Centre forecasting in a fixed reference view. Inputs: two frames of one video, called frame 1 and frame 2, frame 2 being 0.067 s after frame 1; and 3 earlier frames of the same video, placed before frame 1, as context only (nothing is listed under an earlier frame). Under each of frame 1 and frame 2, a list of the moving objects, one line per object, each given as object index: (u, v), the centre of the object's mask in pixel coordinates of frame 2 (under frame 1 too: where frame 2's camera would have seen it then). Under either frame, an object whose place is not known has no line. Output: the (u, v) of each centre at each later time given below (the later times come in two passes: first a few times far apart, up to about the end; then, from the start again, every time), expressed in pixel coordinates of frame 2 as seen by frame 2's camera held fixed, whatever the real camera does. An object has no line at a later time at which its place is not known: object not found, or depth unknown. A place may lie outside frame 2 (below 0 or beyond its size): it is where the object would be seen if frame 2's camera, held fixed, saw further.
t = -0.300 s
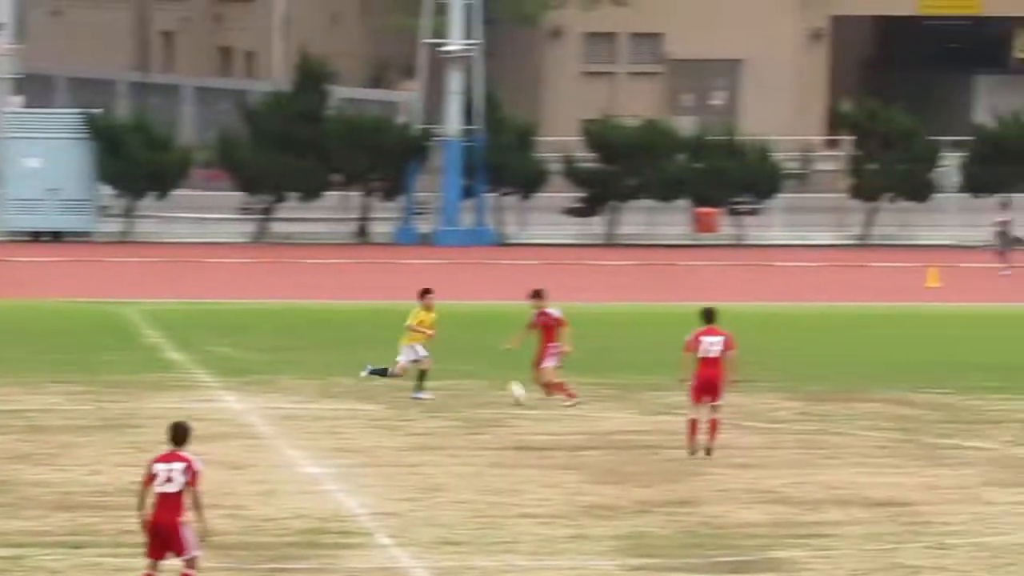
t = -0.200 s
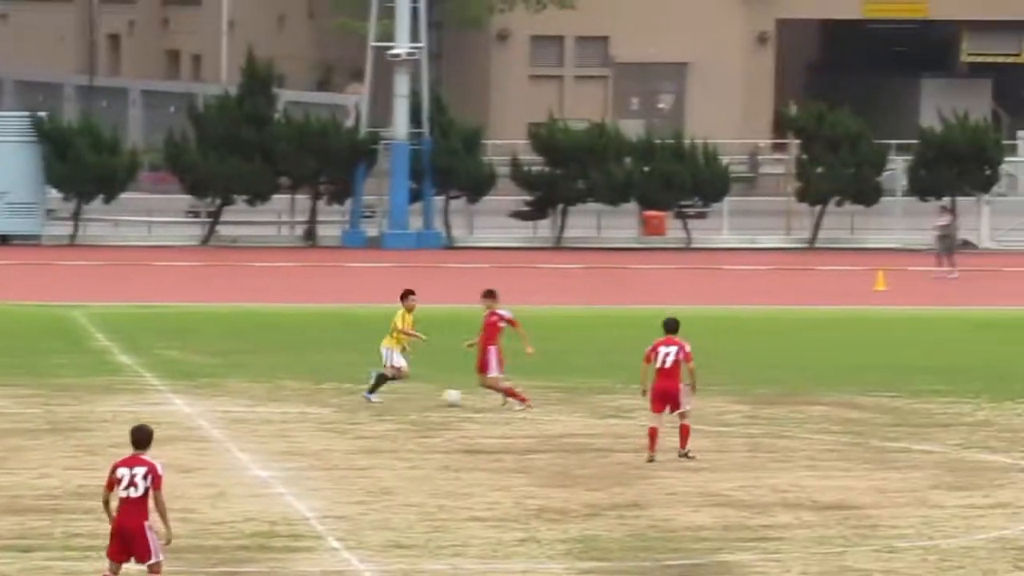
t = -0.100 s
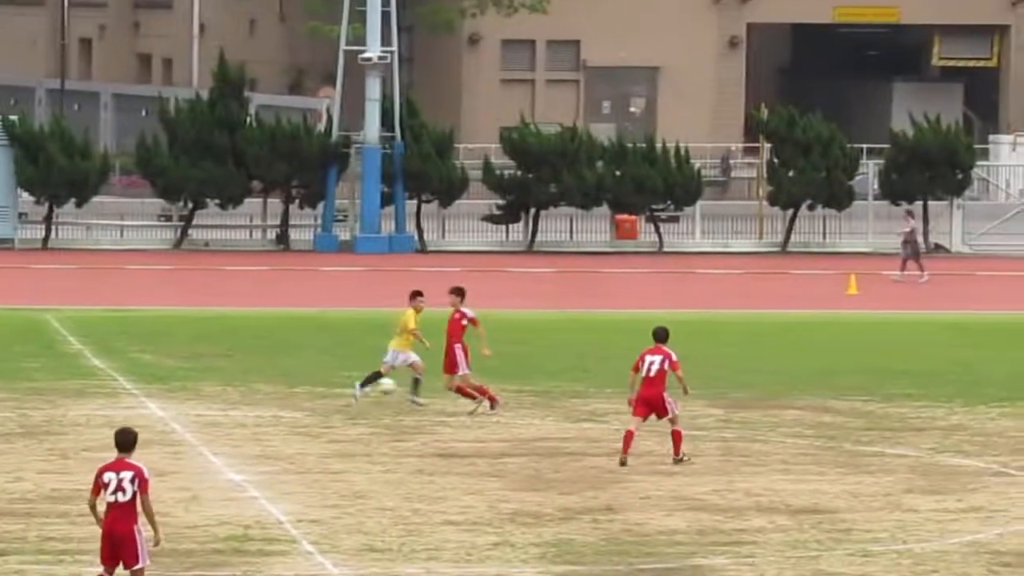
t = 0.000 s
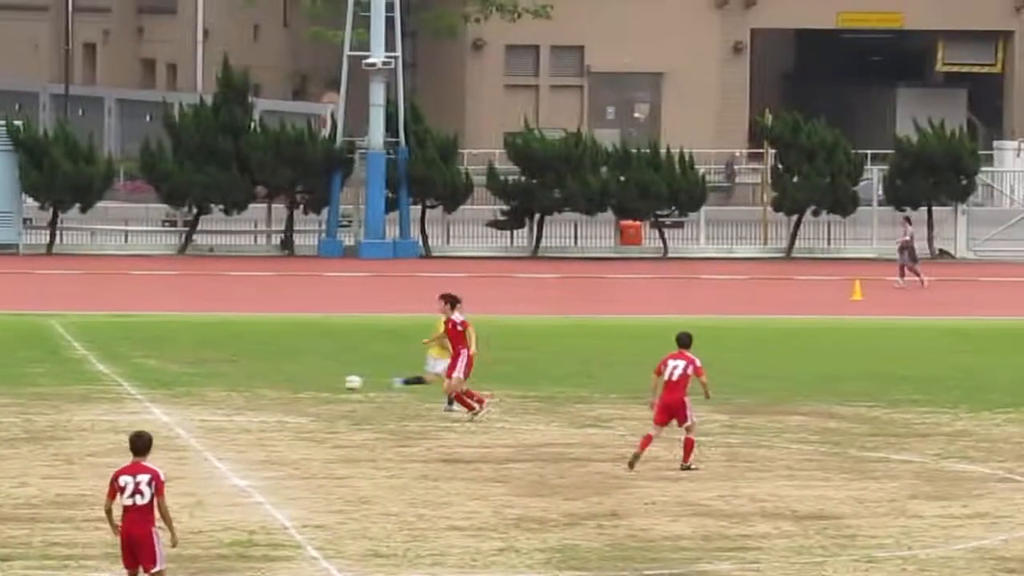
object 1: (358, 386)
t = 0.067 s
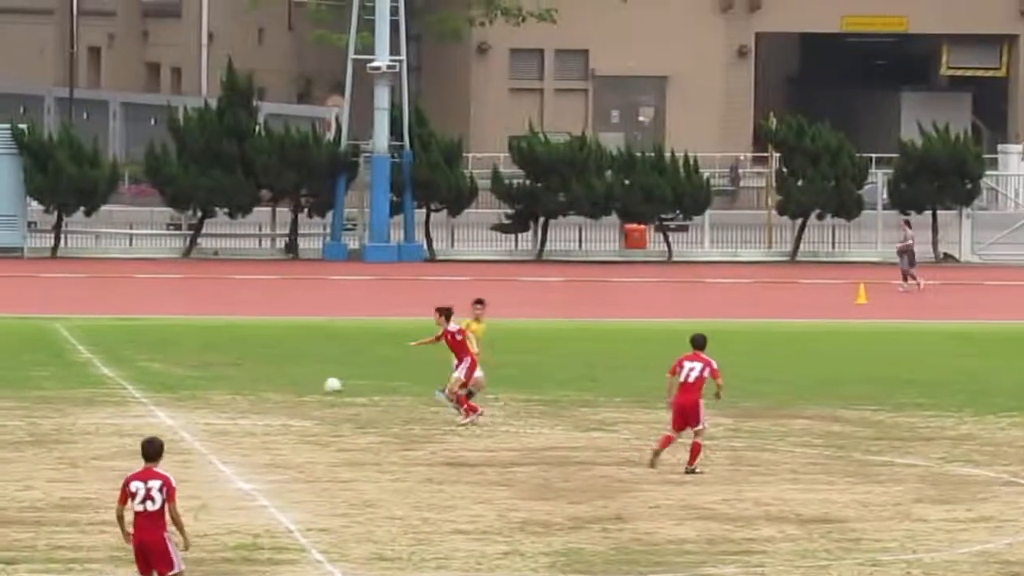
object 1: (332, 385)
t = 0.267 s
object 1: (258, 401)
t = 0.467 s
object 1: (206, 386)
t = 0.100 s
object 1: (320, 385)
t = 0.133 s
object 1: (307, 388)
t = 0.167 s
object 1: (295, 389)
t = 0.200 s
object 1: (283, 393)
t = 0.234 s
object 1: (271, 396)
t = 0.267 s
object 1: (258, 401)
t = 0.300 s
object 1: (248, 401)
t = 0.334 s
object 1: (240, 397)
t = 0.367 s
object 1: (232, 392)
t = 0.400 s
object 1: (224, 389)
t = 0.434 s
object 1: (215, 387)
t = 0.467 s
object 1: (206, 386)
